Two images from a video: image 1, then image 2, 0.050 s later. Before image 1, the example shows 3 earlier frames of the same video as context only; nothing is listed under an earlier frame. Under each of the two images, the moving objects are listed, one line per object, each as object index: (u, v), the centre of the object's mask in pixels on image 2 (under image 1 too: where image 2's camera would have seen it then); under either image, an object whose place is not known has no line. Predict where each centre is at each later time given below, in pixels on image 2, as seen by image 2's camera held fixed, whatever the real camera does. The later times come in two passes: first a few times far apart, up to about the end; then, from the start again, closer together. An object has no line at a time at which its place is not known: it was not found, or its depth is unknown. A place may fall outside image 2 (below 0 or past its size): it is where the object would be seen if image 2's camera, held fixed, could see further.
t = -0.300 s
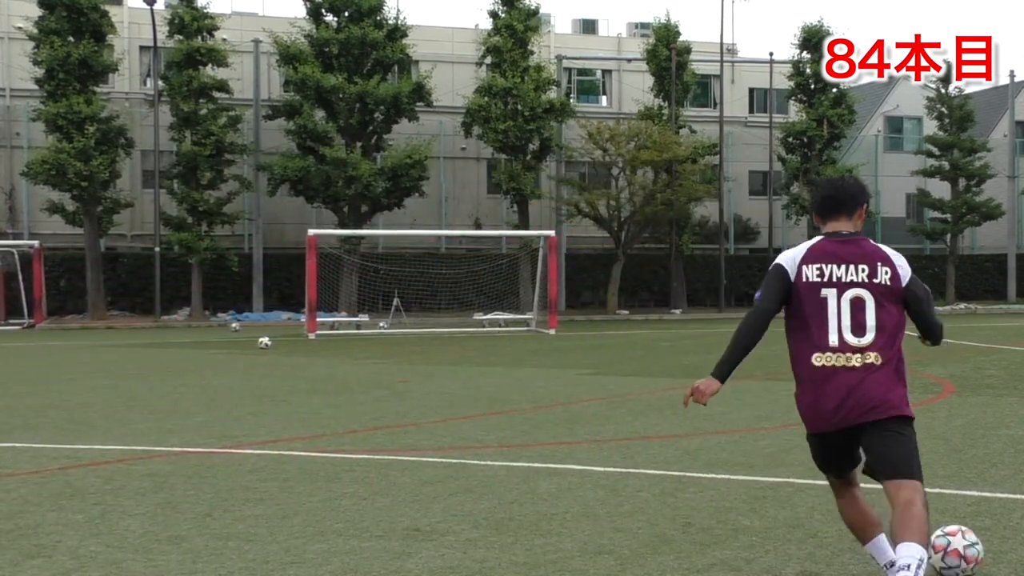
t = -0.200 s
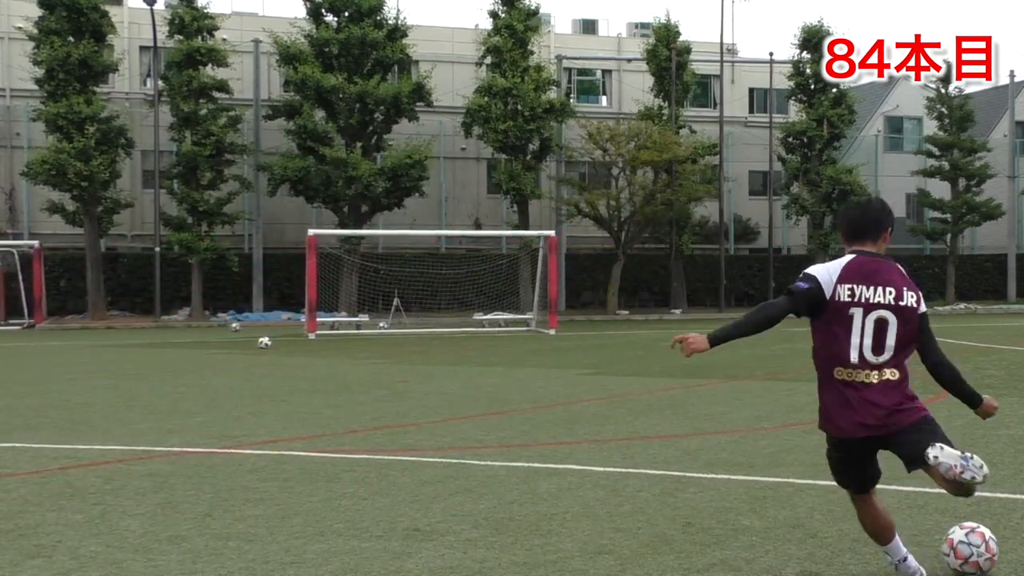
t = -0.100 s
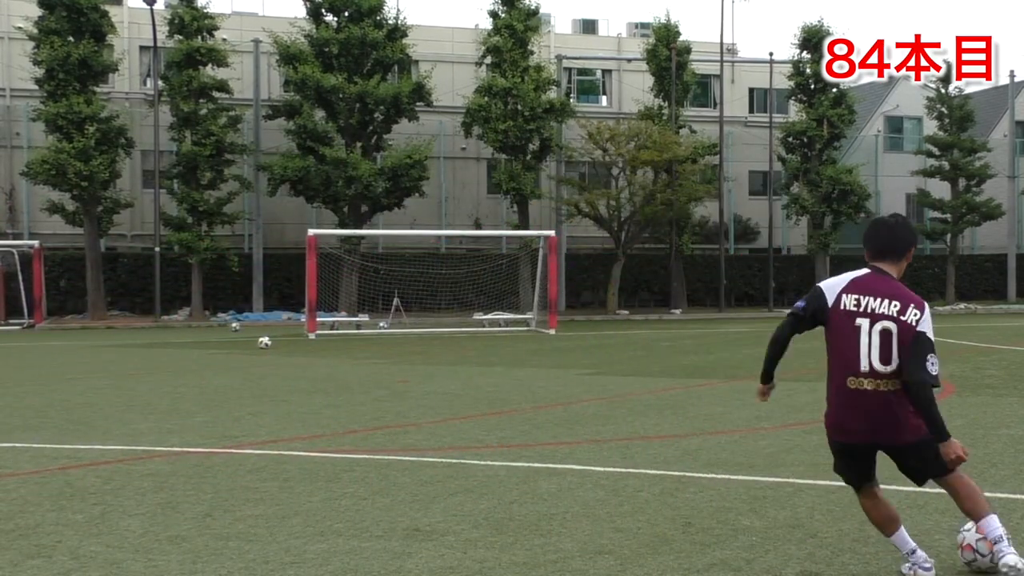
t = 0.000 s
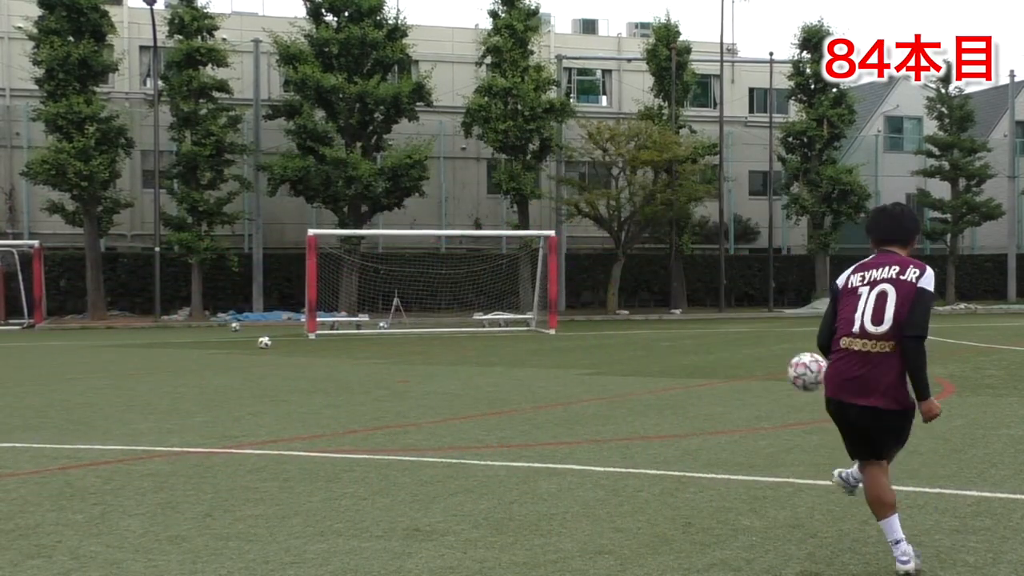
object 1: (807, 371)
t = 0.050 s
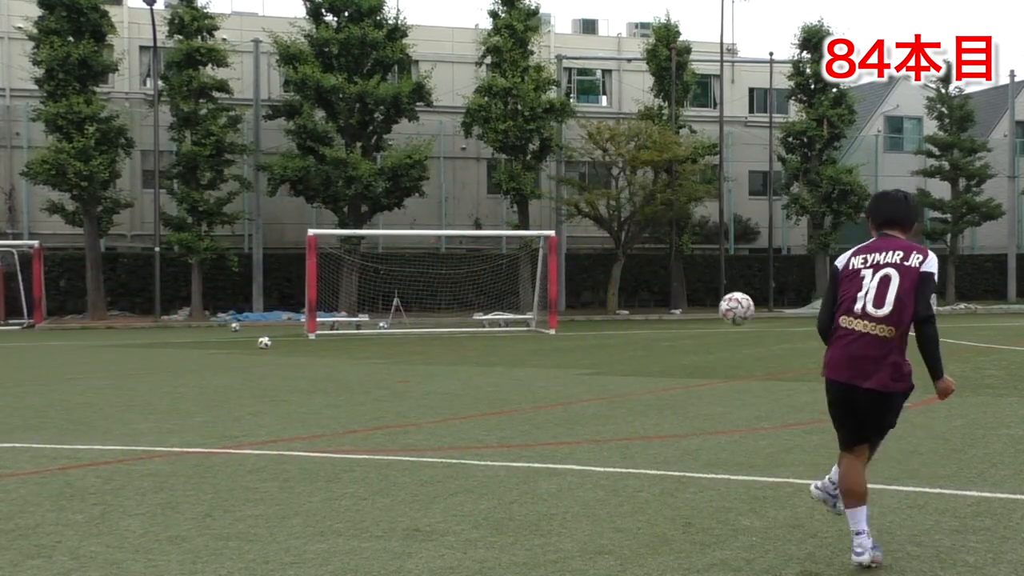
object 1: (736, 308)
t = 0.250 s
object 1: (572, 186)
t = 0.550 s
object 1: (463, 150)
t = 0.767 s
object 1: (417, 172)
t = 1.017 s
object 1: (377, 220)
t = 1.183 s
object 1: (354, 260)
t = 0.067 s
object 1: (716, 292)
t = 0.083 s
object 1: (698, 277)
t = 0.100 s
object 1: (681, 264)
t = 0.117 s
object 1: (665, 251)
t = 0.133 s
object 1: (650, 240)
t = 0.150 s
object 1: (636, 230)
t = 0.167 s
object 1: (623, 221)
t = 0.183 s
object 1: (611, 212)
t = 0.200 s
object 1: (601, 205)
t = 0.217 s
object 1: (590, 197)
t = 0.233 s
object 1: (581, 191)
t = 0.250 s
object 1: (572, 186)
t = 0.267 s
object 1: (563, 181)
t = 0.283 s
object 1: (556, 177)
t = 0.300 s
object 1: (548, 174)
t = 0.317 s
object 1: (541, 169)
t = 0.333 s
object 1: (534, 165)
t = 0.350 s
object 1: (527, 163)
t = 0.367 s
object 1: (521, 160)
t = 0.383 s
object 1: (515, 158)
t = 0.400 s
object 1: (509, 156)
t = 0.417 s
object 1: (503, 154)
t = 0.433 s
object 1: (498, 153)
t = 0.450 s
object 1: (492, 151)
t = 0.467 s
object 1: (487, 150)
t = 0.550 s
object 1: (463, 150)
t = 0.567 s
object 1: (459, 150)
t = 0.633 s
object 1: (443, 156)
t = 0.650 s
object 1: (440, 157)
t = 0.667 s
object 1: (436, 159)
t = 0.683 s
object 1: (433, 161)
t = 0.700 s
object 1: (429, 162)
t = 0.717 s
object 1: (426, 165)
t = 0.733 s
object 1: (423, 167)
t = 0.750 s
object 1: (420, 170)
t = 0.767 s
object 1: (417, 172)
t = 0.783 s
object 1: (414, 175)
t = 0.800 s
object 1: (412, 177)
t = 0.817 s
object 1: (408, 181)
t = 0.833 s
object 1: (406, 184)
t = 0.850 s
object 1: (403, 187)
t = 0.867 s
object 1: (400, 190)
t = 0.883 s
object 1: (397, 193)
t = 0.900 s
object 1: (395, 197)
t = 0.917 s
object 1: (392, 200)
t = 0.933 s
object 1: (390, 204)
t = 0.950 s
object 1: (387, 206)
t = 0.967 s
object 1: (385, 210)
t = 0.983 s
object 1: (382, 213)
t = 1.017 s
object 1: (377, 220)
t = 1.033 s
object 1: (375, 224)
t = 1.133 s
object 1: (361, 248)
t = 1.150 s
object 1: (358, 252)
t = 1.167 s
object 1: (356, 256)
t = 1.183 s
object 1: (354, 260)
